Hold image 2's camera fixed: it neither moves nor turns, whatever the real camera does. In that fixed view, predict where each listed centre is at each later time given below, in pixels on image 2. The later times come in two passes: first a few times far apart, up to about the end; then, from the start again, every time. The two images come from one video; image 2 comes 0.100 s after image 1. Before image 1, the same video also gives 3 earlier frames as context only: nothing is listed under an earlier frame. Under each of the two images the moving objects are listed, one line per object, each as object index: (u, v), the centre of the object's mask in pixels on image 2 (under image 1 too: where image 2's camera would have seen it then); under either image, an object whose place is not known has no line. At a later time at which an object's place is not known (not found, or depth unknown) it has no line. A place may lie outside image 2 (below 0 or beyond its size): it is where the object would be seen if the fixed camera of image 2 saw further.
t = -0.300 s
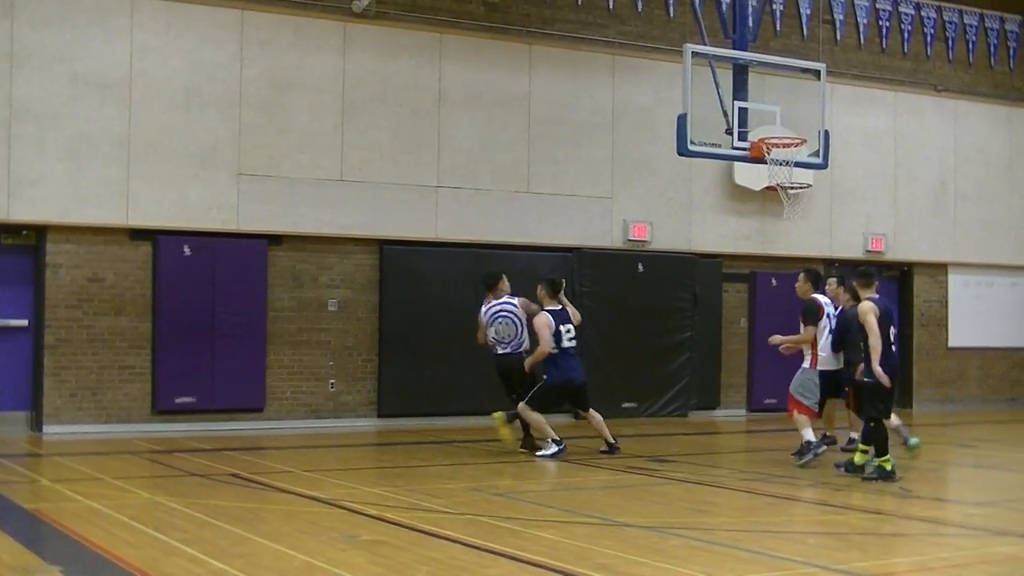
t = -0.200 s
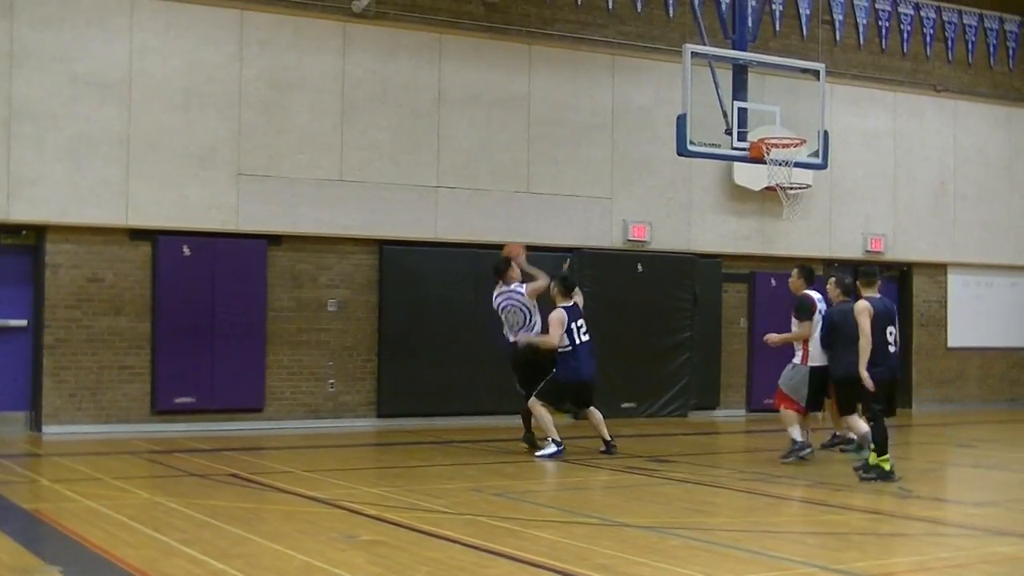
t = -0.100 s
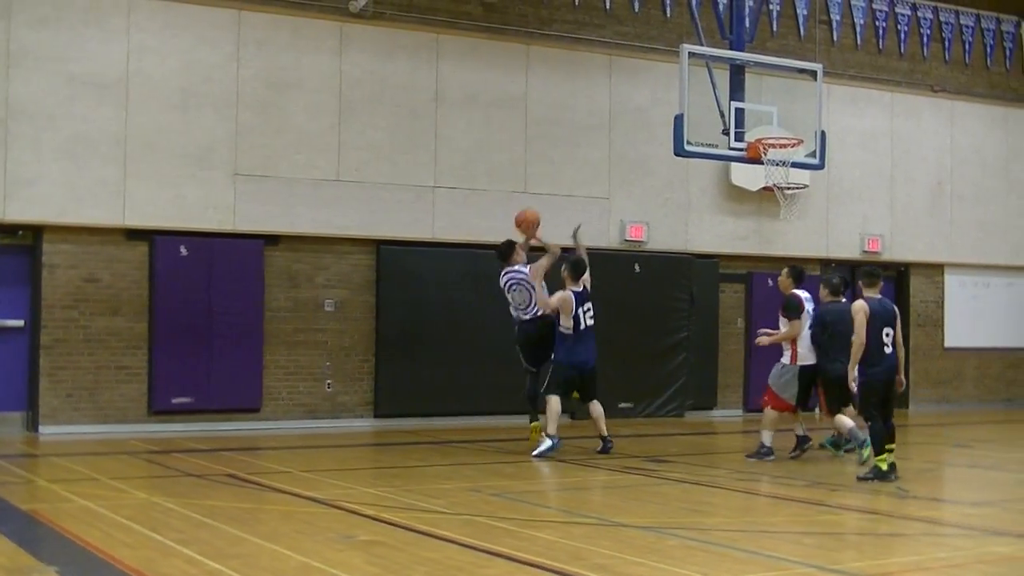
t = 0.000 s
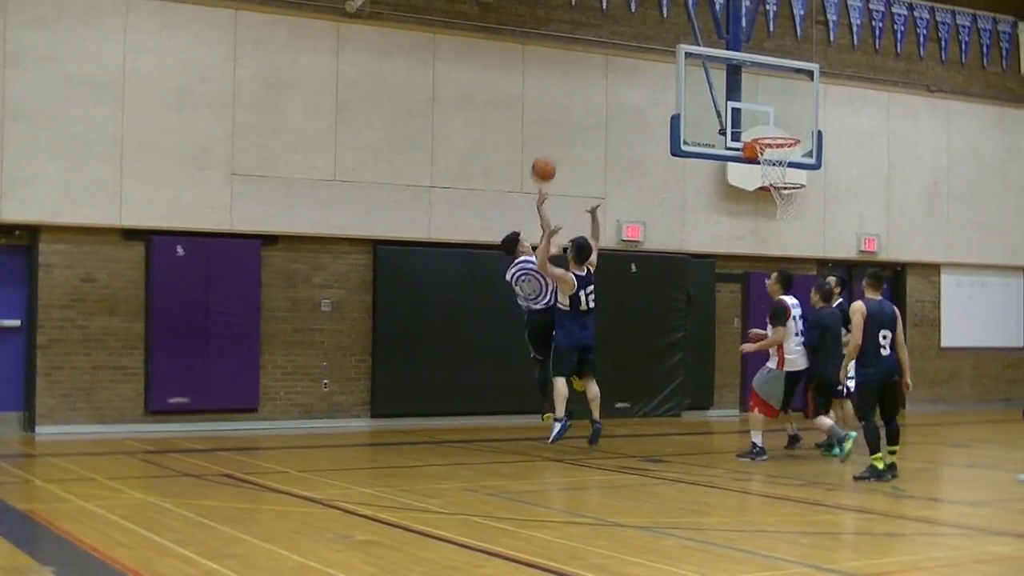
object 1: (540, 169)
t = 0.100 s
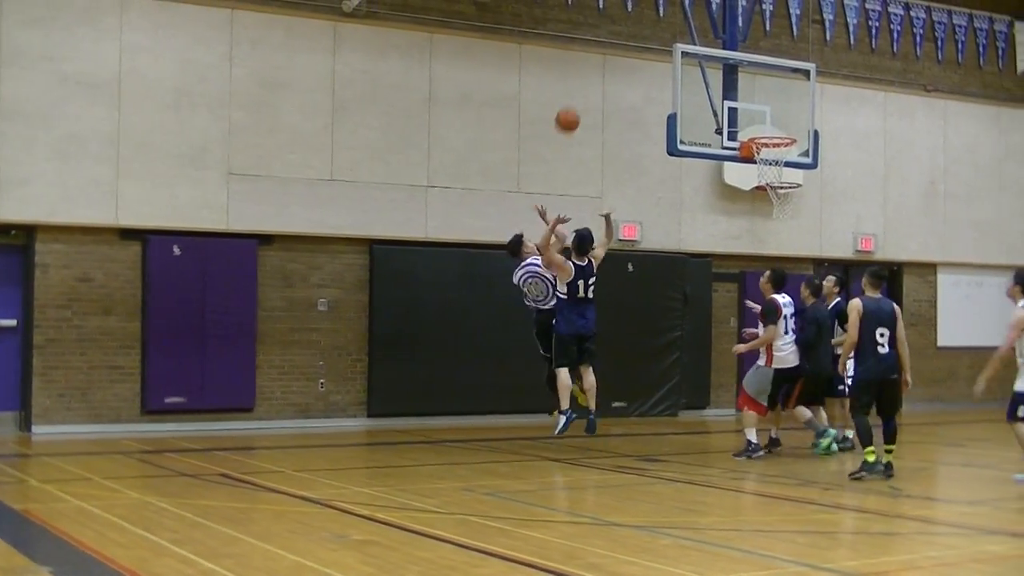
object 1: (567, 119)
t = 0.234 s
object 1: (602, 73)
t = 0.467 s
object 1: (661, 32)
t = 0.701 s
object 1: (717, 44)
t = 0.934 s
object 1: (771, 111)
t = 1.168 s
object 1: (773, 93)
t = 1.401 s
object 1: (760, 86)
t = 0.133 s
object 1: (576, 106)
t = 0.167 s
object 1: (585, 93)
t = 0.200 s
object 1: (593, 83)
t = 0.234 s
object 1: (602, 73)
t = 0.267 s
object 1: (610, 64)
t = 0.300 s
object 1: (620, 55)
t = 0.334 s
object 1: (628, 48)
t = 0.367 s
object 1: (637, 43)
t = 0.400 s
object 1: (645, 38)
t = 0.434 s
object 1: (653, 34)
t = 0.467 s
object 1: (661, 32)
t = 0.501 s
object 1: (669, 31)
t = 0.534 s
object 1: (678, 30)
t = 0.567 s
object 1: (684, 31)
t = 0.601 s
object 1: (694, 33)
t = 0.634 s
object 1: (702, 36)
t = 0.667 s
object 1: (710, 39)
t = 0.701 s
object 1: (717, 44)
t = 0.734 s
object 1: (725, 50)
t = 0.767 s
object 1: (732, 58)
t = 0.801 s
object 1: (740, 67)
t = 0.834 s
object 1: (749, 76)
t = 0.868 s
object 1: (755, 87)
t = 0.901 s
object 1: (764, 98)
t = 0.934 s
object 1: (771, 111)
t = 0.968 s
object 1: (778, 124)
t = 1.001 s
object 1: (782, 126)
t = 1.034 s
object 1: (780, 119)
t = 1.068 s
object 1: (778, 112)
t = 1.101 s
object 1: (776, 104)
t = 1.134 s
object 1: (775, 98)
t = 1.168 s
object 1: (773, 93)
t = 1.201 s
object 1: (771, 89)
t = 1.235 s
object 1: (769, 85)
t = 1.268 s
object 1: (767, 84)
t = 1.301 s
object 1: (766, 82)
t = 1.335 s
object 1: (764, 83)
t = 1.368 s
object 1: (762, 84)
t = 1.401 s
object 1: (760, 86)
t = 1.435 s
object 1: (758, 90)
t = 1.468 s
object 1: (755, 95)
